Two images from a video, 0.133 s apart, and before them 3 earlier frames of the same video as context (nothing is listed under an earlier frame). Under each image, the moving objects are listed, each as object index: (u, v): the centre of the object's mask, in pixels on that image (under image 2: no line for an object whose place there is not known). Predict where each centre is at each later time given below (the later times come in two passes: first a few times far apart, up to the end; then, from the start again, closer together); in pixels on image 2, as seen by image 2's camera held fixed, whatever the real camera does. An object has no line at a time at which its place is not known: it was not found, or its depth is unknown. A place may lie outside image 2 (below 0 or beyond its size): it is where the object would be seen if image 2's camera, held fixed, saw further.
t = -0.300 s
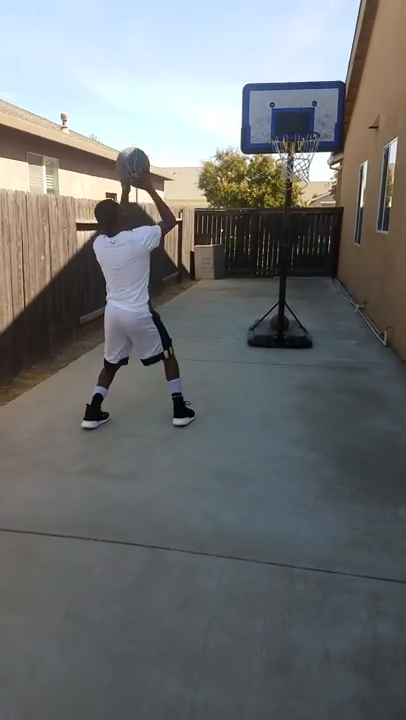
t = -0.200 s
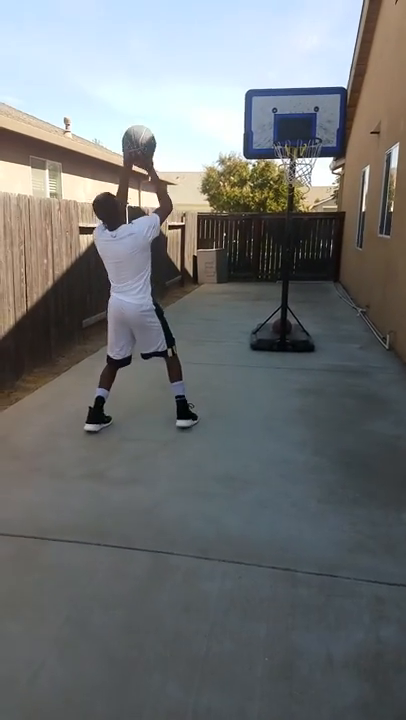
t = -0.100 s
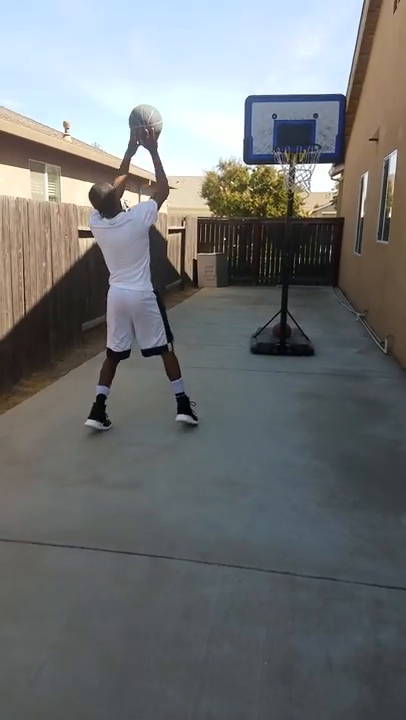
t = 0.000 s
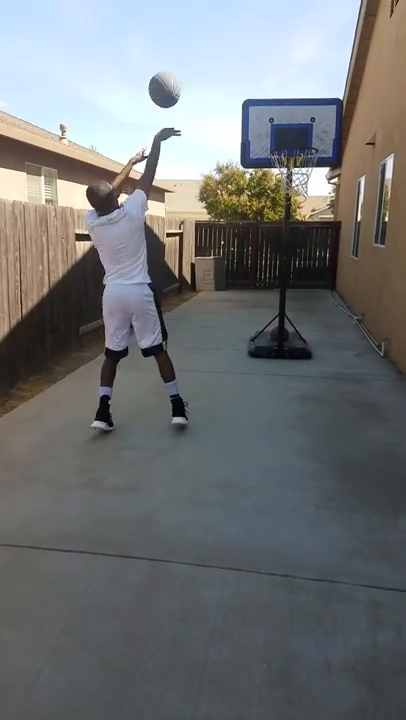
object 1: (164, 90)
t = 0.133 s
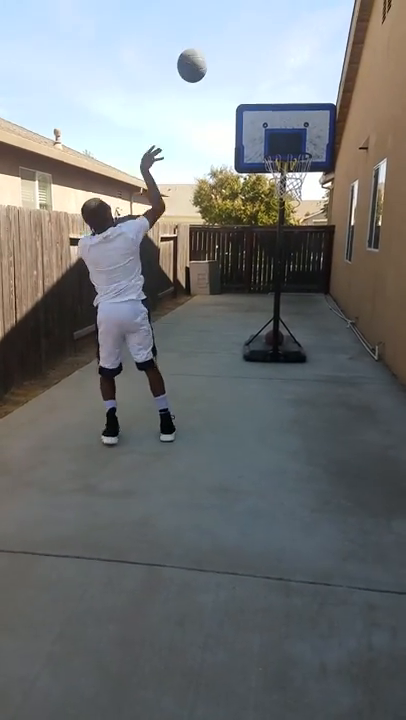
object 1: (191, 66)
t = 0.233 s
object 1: (214, 62)
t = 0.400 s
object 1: (246, 81)
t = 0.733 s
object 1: (282, 132)
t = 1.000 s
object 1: (292, 144)
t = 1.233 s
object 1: (290, 141)
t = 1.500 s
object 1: (286, 146)
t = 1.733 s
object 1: (289, 177)
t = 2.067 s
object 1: (287, 233)
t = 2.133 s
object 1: (286, 246)
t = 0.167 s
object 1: (199, 63)
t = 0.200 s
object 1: (207, 62)
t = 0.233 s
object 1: (214, 62)
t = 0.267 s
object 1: (221, 64)
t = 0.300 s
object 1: (228, 66)
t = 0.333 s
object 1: (234, 70)
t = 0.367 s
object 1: (240, 75)
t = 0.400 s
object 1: (246, 81)
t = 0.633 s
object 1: (275, 142)
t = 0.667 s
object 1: (279, 133)
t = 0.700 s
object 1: (280, 135)
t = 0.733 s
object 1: (282, 132)
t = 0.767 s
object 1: (283, 132)
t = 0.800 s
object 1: (286, 133)
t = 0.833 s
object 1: (289, 137)
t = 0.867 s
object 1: (290, 140)
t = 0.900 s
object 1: (290, 144)
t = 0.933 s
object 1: (290, 145)
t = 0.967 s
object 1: (293, 146)
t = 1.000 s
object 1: (292, 144)
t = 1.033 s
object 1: (291, 143)
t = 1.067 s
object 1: (290, 142)
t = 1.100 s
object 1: (290, 141)
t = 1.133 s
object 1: (290, 137)
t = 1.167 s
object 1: (290, 140)
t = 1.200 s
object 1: (290, 140)
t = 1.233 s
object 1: (290, 141)
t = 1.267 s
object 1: (289, 142)
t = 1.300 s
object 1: (285, 145)
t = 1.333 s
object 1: (289, 146)
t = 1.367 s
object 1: (289, 147)
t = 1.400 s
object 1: (288, 147)
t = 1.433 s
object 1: (288, 147)
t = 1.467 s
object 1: (287, 147)
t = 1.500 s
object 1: (286, 146)
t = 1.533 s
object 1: (288, 147)
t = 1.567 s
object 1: (288, 148)
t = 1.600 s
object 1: (287, 150)
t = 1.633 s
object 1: (286, 154)
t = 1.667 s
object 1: (287, 164)
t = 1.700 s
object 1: (287, 169)
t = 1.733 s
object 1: (289, 177)
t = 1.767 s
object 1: (289, 181)
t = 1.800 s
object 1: (289, 184)
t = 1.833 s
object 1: (289, 183)
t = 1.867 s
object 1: (289, 186)
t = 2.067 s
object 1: (287, 233)
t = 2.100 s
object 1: (284, 242)
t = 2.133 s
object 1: (286, 246)
